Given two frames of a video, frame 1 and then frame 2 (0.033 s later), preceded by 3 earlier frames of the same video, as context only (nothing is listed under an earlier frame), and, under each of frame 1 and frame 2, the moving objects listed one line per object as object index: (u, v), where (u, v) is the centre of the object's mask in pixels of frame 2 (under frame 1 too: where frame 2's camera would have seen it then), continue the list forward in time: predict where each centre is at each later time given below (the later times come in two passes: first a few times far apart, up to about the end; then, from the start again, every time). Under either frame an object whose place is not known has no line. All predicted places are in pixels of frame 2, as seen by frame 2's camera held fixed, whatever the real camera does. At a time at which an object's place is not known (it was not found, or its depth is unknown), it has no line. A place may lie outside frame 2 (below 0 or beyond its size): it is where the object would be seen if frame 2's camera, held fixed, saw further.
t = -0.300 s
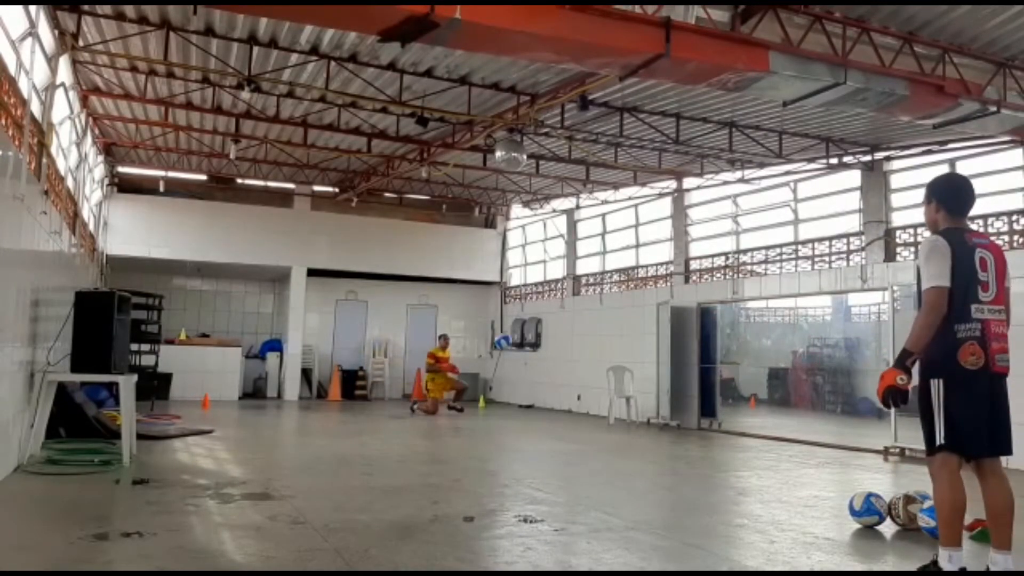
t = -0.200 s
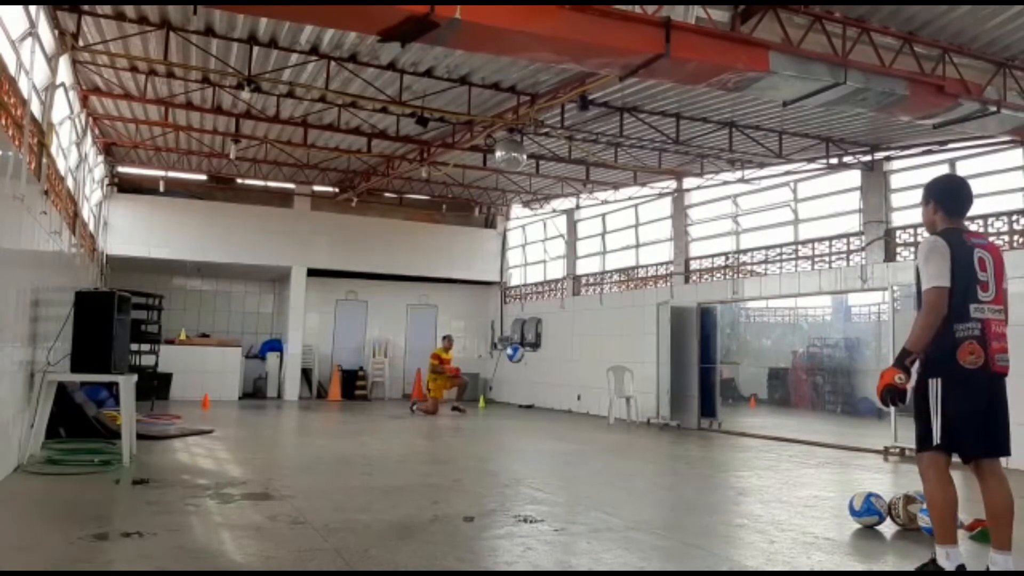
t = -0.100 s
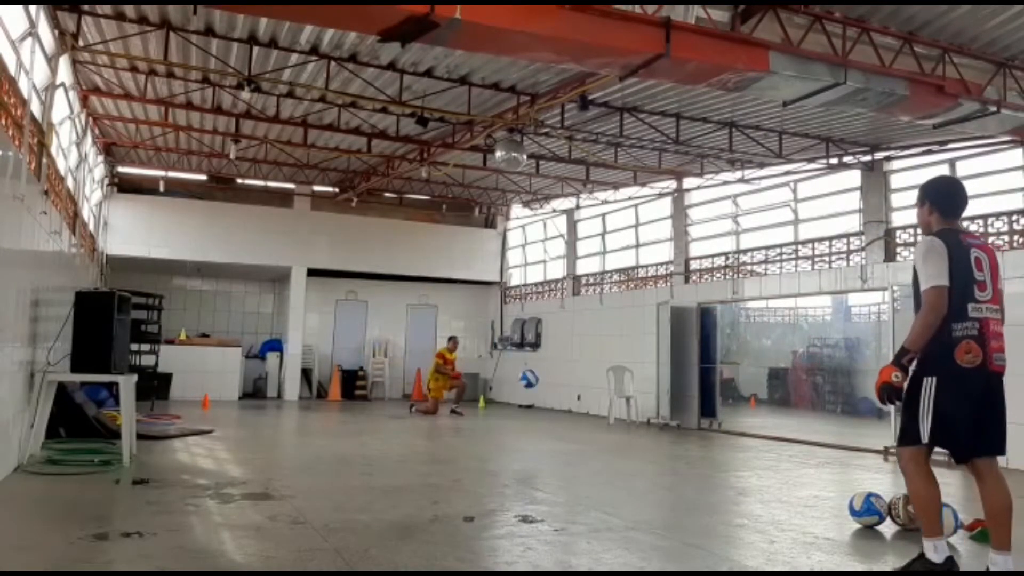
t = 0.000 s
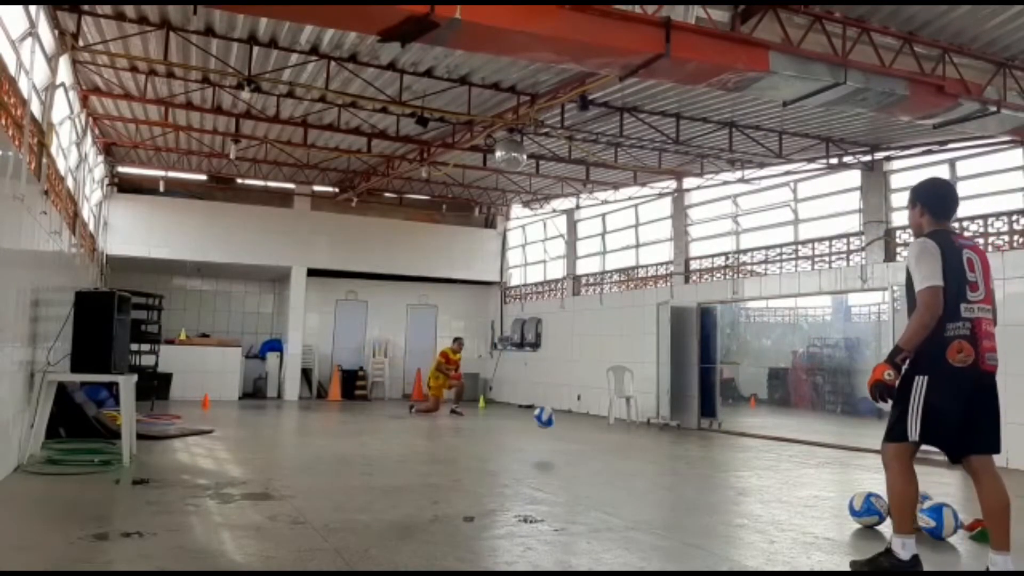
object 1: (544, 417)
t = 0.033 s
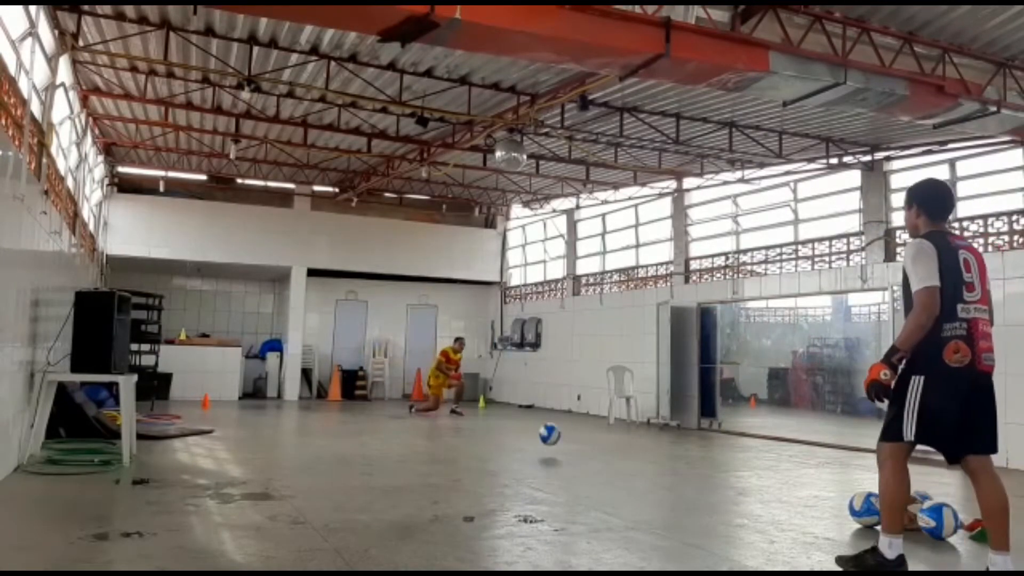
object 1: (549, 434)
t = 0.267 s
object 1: (589, 388)
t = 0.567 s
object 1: (657, 375)
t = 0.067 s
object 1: (555, 445)
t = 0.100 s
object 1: (561, 433)
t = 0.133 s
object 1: (566, 422)
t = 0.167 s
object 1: (572, 412)
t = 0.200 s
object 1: (577, 403)
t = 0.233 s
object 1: (583, 395)
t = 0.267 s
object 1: (589, 388)
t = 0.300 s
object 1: (595, 380)
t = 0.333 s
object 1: (602, 375)
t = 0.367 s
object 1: (609, 371)
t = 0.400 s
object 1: (617, 369)
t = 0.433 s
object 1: (623, 367)
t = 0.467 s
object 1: (632, 367)
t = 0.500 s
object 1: (639, 368)
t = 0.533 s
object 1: (648, 371)
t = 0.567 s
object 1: (657, 375)
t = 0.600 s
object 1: (667, 381)
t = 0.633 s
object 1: (676, 390)
